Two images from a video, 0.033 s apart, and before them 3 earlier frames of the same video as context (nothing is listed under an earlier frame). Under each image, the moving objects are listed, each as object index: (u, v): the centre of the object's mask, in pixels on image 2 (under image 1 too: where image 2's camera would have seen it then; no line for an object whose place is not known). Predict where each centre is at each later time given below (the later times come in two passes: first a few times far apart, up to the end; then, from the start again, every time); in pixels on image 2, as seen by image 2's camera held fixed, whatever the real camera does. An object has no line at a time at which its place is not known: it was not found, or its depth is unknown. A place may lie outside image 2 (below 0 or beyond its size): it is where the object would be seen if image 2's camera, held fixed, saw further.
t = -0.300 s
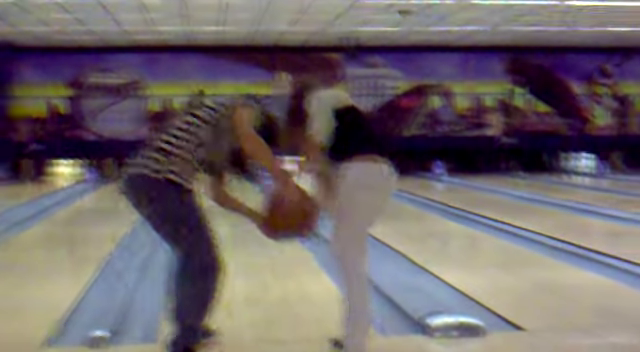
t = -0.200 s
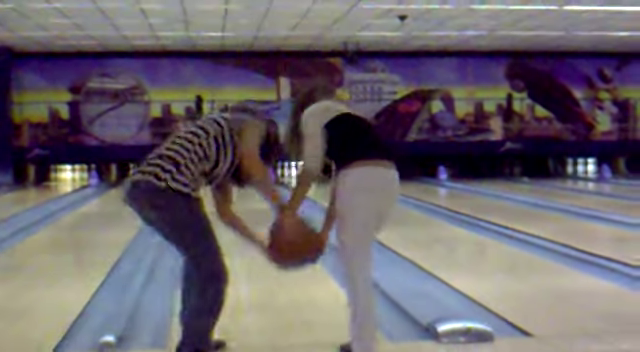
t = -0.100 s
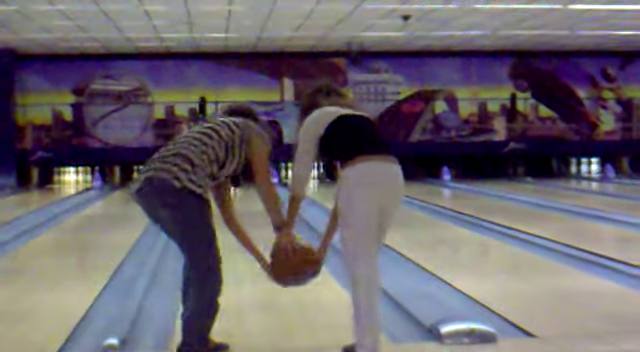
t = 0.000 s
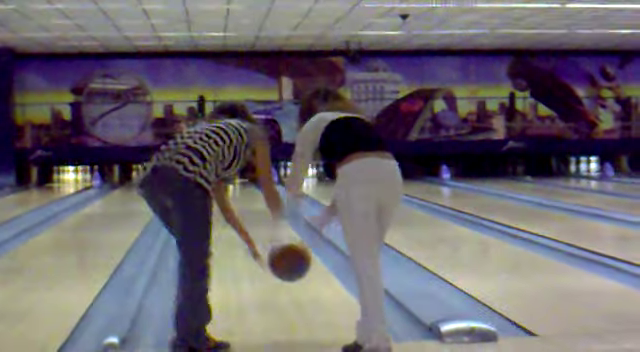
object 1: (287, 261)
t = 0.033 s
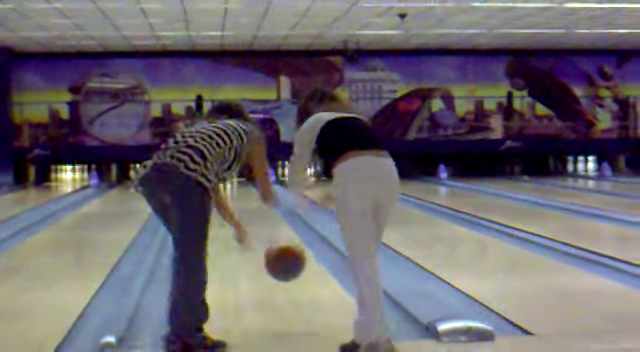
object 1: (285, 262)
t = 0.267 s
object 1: (275, 273)
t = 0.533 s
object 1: (266, 251)
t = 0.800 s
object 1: (261, 236)
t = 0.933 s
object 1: (259, 229)
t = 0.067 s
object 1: (284, 266)
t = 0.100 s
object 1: (283, 272)
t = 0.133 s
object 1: (281, 278)
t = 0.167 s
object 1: (279, 286)
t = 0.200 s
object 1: (278, 284)
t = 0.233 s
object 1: (276, 277)
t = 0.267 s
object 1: (275, 273)
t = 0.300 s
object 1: (274, 272)
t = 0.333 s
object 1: (272, 269)
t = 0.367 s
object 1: (271, 265)
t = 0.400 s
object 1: (270, 263)
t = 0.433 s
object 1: (269, 260)
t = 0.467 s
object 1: (268, 257)
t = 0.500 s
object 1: (267, 254)
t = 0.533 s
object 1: (266, 251)
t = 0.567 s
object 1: (265, 248)
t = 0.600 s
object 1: (265, 246)
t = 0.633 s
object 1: (264, 244)
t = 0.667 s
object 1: (262, 241)
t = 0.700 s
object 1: (262, 239)
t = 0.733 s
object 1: (262, 238)
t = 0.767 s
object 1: (262, 236)
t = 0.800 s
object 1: (261, 236)
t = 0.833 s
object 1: (261, 233)
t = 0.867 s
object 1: (260, 231)
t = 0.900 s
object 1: (260, 229)
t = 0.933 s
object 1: (259, 229)
